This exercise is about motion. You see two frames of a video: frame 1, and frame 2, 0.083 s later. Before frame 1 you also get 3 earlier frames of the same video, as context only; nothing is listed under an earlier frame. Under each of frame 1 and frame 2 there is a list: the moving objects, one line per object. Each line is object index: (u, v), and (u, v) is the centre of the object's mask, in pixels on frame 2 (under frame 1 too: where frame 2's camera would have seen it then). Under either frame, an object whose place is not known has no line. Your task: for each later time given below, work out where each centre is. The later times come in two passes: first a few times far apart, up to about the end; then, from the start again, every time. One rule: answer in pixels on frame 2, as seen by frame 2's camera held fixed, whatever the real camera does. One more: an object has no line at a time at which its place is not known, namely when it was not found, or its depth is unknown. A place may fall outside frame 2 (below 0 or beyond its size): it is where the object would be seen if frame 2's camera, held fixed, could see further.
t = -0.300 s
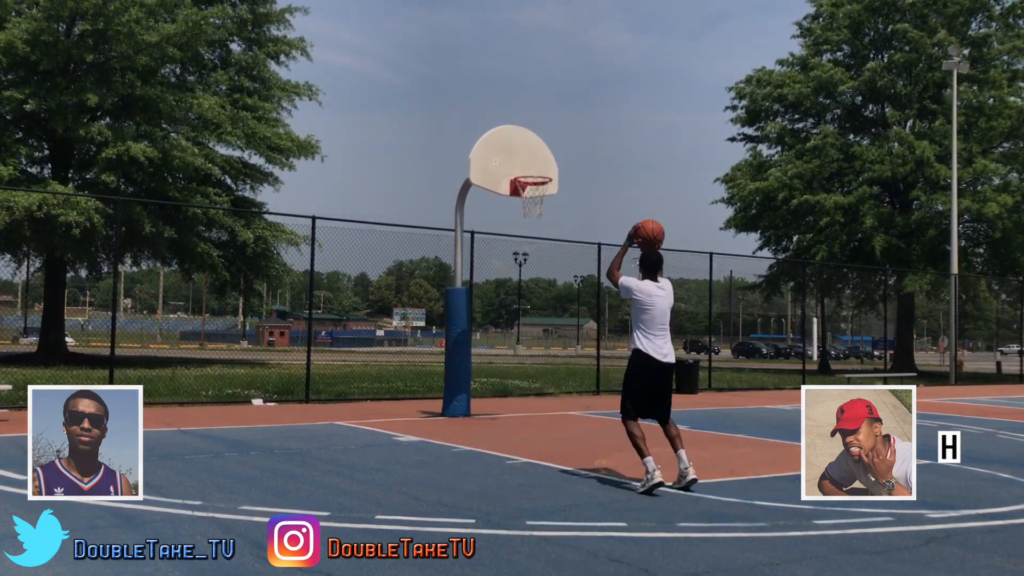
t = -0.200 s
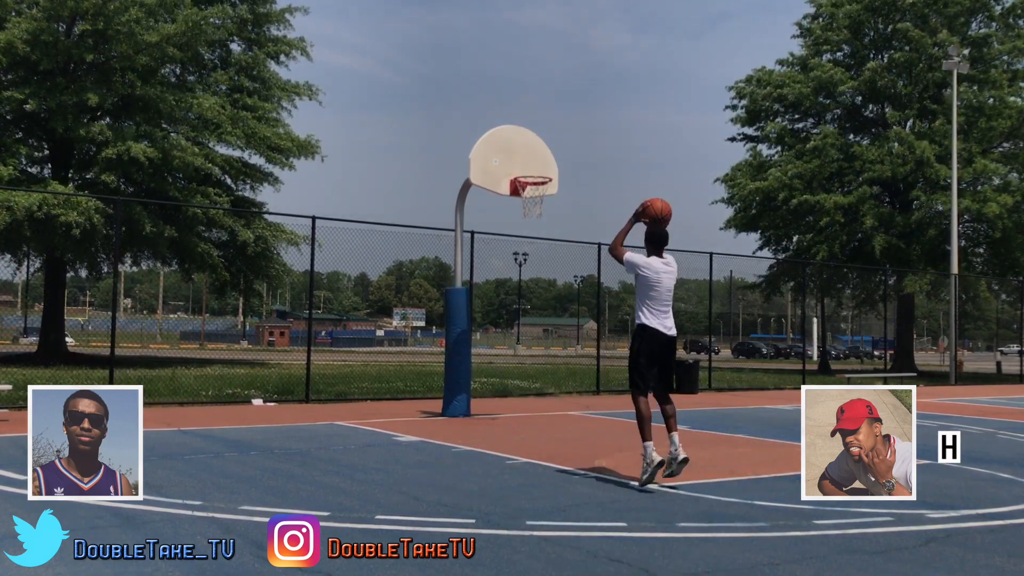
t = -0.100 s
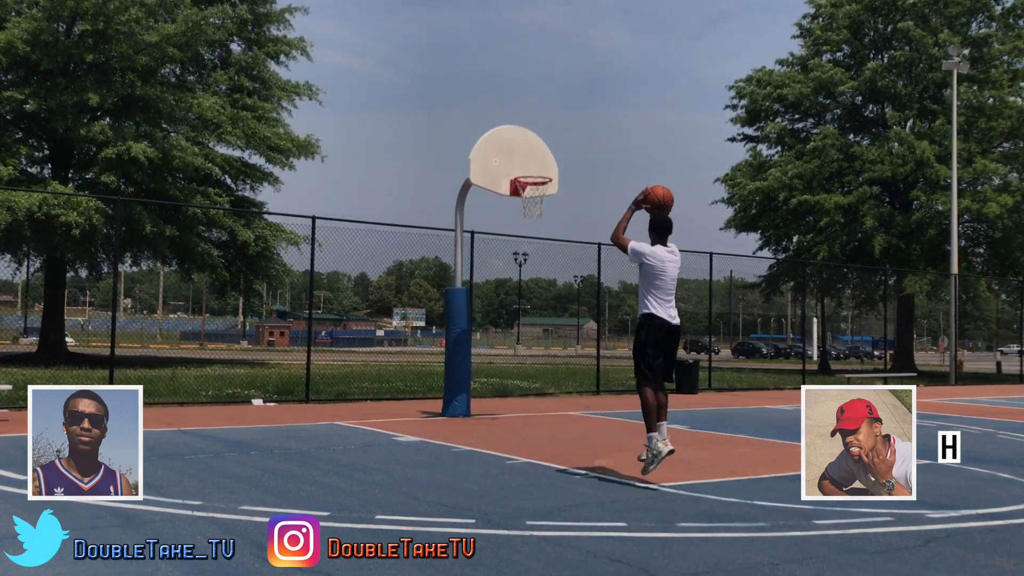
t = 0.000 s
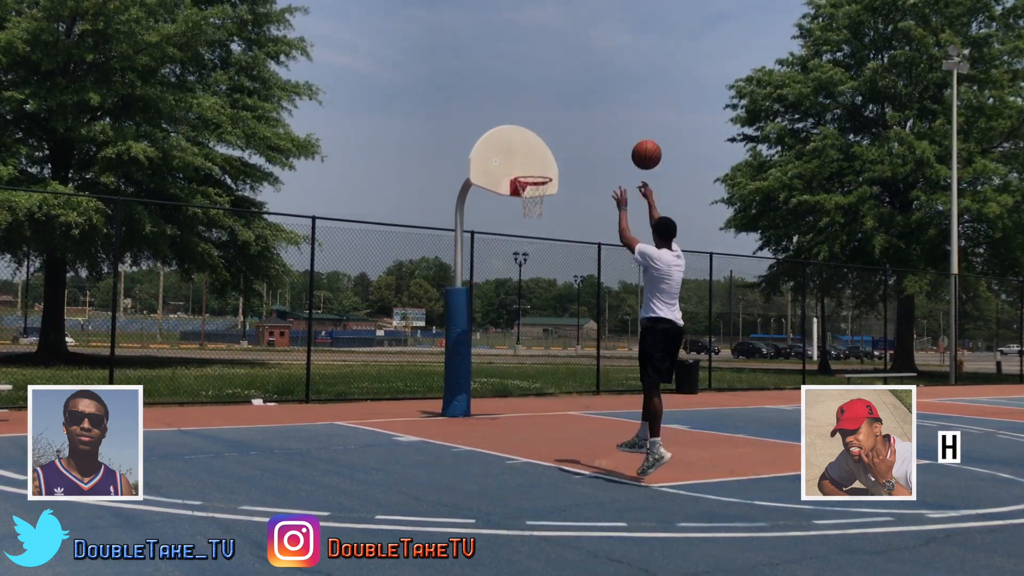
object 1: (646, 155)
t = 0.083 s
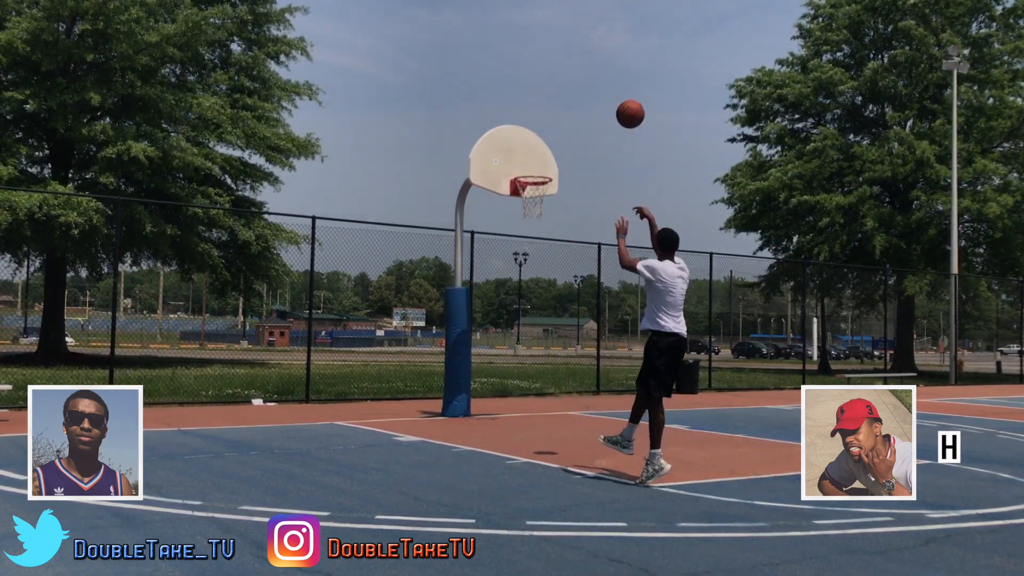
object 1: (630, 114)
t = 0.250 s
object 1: (602, 64)
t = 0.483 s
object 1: (568, 51)
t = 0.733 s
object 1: (539, 91)
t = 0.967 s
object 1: (517, 164)
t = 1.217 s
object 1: (548, 197)
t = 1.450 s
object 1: (548, 229)
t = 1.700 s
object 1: (547, 314)
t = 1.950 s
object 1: (544, 404)
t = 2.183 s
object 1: (535, 323)
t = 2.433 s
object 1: (524, 288)
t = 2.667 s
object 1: (512, 301)
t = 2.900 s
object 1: (499, 357)
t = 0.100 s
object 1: (627, 107)
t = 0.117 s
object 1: (624, 101)
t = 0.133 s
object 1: (621, 95)
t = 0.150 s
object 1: (618, 89)
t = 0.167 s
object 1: (615, 84)
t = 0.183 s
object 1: (613, 79)
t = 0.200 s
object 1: (610, 75)
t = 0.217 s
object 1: (607, 71)
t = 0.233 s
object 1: (604, 67)
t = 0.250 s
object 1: (602, 64)
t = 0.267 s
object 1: (599, 61)
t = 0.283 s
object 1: (597, 59)
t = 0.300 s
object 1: (594, 57)
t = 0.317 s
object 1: (592, 55)
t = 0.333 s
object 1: (589, 53)
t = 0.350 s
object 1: (587, 52)
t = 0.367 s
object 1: (584, 51)
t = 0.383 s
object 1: (582, 50)
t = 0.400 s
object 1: (580, 50)
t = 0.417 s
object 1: (577, 50)
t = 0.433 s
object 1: (575, 49)
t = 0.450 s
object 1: (573, 50)
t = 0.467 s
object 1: (571, 51)
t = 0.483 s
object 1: (568, 51)
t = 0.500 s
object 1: (566, 53)
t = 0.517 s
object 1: (564, 54)
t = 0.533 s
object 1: (562, 55)
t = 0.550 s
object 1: (560, 57)
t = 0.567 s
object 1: (558, 59)
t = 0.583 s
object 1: (556, 61)
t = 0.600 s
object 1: (554, 64)
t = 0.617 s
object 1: (552, 67)
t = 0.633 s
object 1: (550, 69)
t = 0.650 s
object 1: (548, 73)
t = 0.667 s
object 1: (546, 76)
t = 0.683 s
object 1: (544, 79)
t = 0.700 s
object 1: (542, 83)
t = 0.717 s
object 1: (540, 87)
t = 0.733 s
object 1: (539, 91)
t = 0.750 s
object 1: (537, 95)
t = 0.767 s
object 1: (535, 100)
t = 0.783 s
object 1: (534, 104)
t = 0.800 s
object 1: (532, 109)
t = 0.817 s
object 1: (530, 114)
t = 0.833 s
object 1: (529, 119)
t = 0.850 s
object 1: (527, 124)
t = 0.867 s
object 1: (525, 130)
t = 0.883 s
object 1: (523, 135)
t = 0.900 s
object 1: (522, 141)
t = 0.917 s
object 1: (520, 147)
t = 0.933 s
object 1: (519, 153)
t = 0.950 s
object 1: (517, 159)
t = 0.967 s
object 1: (517, 164)
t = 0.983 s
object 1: (521, 167)
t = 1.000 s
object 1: (525, 171)
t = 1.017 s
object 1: (528, 174)
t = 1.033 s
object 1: (532, 180)
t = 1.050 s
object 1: (537, 184)
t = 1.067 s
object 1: (540, 189)
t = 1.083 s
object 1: (544, 193)
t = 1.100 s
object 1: (546, 195)
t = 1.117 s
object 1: (547, 195)
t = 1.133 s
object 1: (547, 195)
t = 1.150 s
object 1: (548, 195)
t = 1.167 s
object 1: (548, 195)
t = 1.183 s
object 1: (548, 195)
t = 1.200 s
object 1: (548, 196)
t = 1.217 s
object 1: (548, 197)
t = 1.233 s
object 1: (548, 198)
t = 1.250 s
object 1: (548, 198)
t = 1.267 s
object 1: (548, 200)
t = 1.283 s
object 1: (548, 201)
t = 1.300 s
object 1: (548, 203)
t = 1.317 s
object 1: (548, 205)
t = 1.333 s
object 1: (548, 207)
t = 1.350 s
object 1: (548, 210)
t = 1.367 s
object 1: (548, 212)
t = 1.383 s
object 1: (548, 215)
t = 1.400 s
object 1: (548, 218)
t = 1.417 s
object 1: (548, 222)
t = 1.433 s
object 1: (548, 225)
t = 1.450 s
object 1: (548, 229)
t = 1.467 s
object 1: (548, 233)
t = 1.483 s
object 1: (548, 237)
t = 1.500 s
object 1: (548, 242)
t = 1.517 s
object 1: (548, 247)
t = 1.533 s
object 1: (547, 252)
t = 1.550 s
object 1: (547, 257)
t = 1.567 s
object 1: (547, 262)
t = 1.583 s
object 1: (547, 268)
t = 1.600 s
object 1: (547, 274)
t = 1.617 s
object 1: (547, 280)
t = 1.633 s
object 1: (547, 286)
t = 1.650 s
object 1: (547, 293)
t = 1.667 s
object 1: (547, 299)
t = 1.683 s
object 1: (547, 307)
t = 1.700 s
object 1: (547, 314)
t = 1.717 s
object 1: (547, 322)
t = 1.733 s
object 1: (547, 330)
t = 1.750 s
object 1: (547, 338)
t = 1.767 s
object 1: (547, 346)
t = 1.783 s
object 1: (547, 355)
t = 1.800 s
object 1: (546, 364)
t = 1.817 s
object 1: (547, 373)
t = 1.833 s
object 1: (547, 382)
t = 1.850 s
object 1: (547, 392)
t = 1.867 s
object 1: (547, 402)
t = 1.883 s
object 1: (547, 412)
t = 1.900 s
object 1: (546, 422)
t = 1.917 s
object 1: (546, 420)
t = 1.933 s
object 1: (545, 412)
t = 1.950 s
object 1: (544, 404)
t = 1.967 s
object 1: (544, 396)
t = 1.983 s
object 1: (543, 389)
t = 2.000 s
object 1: (542, 383)
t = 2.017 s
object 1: (541, 376)
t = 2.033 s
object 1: (541, 369)
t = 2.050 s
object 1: (540, 364)
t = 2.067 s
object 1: (539, 358)
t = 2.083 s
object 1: (539, 352)
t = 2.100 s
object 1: (538, 347)
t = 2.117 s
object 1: (537, 342)
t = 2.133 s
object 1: (537, 337)
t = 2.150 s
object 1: (536, 332)
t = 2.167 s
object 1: (535, 328)
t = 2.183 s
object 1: (535, 323)
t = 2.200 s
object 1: (534, 319)
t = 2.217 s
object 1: (533, 316)
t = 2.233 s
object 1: (533, 312)
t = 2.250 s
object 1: (532, 309)
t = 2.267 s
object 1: (531, 306)
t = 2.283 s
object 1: (530, 304)
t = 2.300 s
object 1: (530, 300)
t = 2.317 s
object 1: (529, 298)
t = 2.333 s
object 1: (529, 296)
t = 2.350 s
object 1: (528, 295)
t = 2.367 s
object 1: (527, 292)
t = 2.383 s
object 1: (526, 291)
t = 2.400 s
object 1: (525, 290)
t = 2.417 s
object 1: (525, 289)
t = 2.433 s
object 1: (524, 288)
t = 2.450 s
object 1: (523, 288)
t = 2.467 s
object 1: (523, 288)
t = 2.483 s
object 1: (521, 288)
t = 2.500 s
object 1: (521, 287)
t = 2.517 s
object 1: (520, 288)
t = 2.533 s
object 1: (519, 289)
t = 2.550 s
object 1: (518, 289)
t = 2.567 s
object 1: (517, 290)
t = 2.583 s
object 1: (517, 291)
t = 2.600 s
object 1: (516, 292)
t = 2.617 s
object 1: (514, 294)
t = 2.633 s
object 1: (513, 296)
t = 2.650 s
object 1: (512, 299)
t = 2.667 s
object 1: (512, 301)
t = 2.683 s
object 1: (511, 303)
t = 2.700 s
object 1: (510, 306)
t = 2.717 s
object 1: (509, 309)
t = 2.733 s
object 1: (509, 313)
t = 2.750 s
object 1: (508, 315)
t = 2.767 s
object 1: (506, 319)
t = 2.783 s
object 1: (506, 323)
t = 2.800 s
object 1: (505, 328)
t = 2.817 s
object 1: (504, 332)
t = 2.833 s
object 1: (503, 337)
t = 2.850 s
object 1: (502, 342)
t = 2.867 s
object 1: (501, 347)
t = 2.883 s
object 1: (500, 352)
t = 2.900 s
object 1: (499, 357)
